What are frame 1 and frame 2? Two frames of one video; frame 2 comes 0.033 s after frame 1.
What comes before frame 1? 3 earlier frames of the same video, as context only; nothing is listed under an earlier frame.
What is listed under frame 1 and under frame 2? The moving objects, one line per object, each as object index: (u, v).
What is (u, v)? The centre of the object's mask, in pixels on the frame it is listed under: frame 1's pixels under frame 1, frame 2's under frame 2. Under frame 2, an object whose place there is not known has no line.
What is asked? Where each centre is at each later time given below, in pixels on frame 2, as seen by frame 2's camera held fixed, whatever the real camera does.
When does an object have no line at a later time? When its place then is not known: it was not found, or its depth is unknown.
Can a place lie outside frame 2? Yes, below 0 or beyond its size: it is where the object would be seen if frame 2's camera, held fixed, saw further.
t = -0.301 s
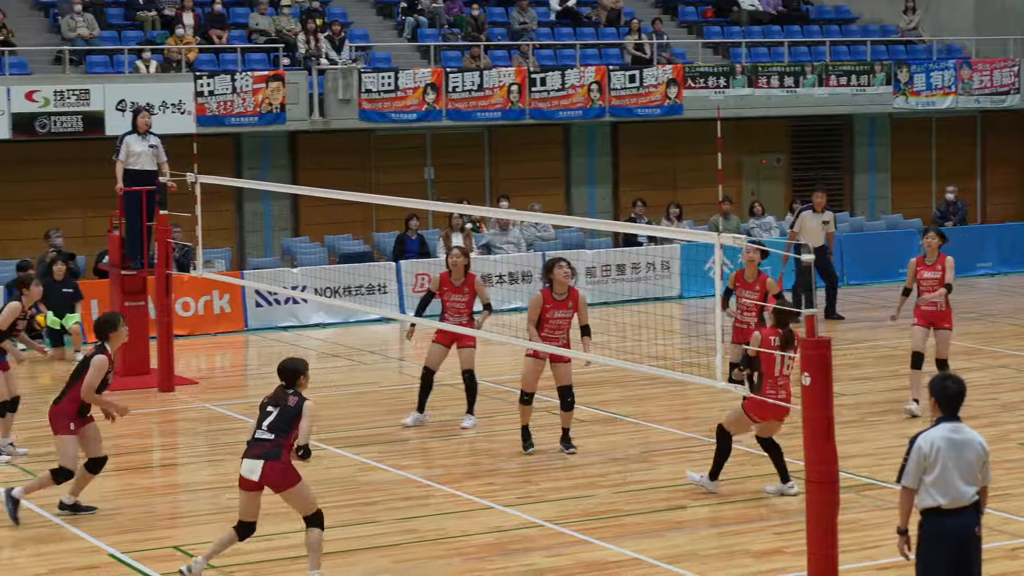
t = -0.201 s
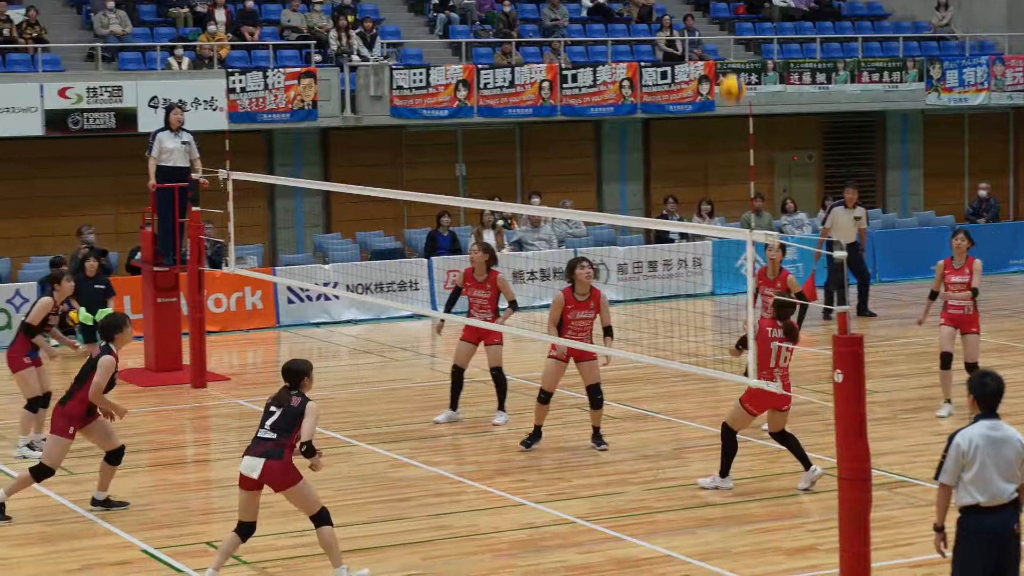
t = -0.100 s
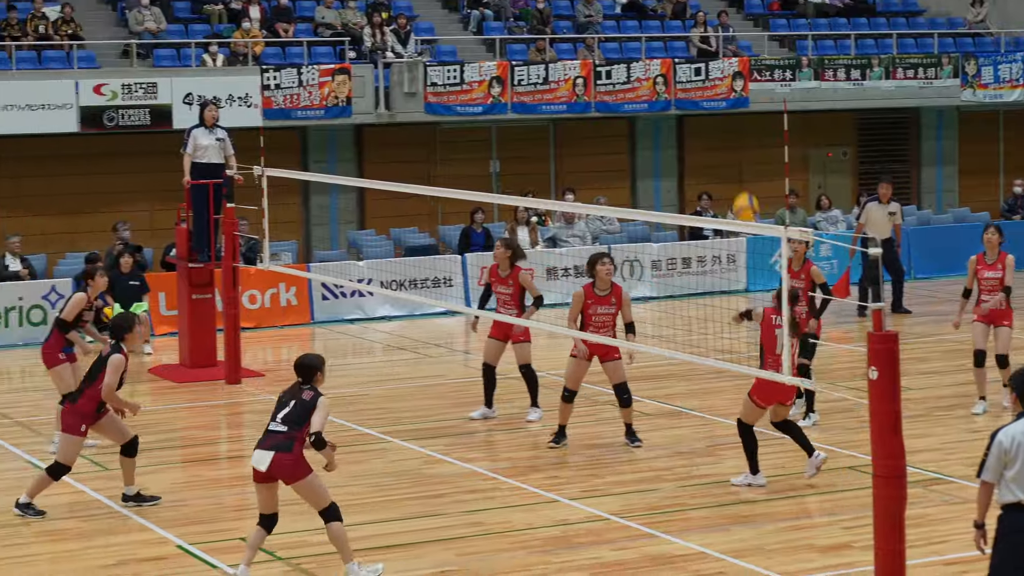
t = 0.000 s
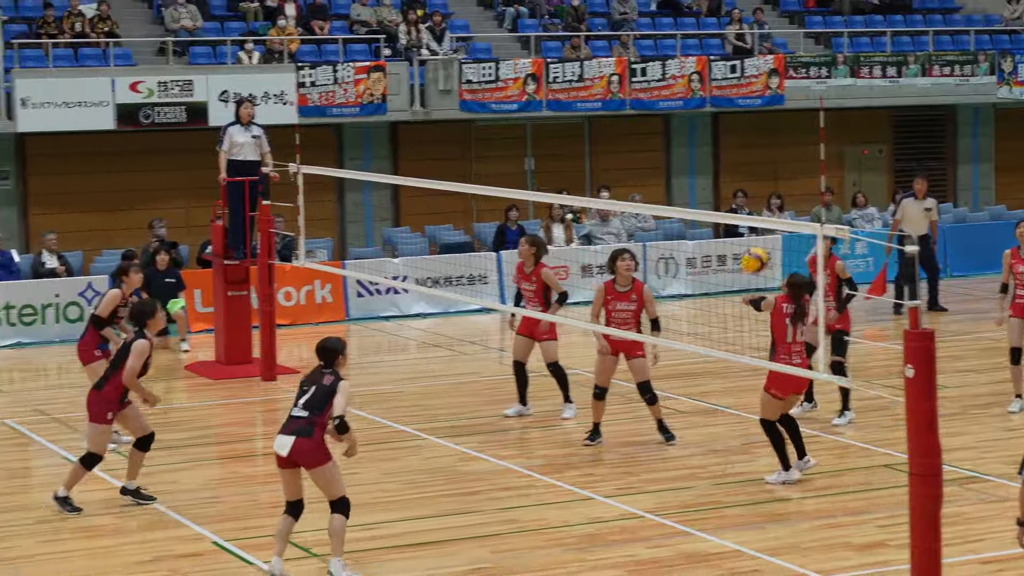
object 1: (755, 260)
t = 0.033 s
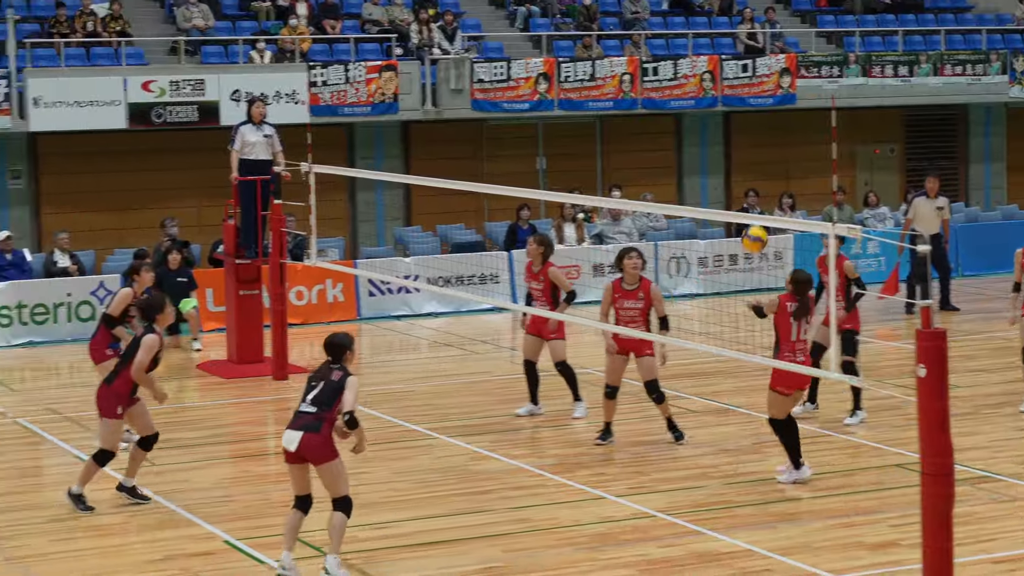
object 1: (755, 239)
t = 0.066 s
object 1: (745, 229)
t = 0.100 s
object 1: (737, 199)
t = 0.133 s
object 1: (728, 185)
